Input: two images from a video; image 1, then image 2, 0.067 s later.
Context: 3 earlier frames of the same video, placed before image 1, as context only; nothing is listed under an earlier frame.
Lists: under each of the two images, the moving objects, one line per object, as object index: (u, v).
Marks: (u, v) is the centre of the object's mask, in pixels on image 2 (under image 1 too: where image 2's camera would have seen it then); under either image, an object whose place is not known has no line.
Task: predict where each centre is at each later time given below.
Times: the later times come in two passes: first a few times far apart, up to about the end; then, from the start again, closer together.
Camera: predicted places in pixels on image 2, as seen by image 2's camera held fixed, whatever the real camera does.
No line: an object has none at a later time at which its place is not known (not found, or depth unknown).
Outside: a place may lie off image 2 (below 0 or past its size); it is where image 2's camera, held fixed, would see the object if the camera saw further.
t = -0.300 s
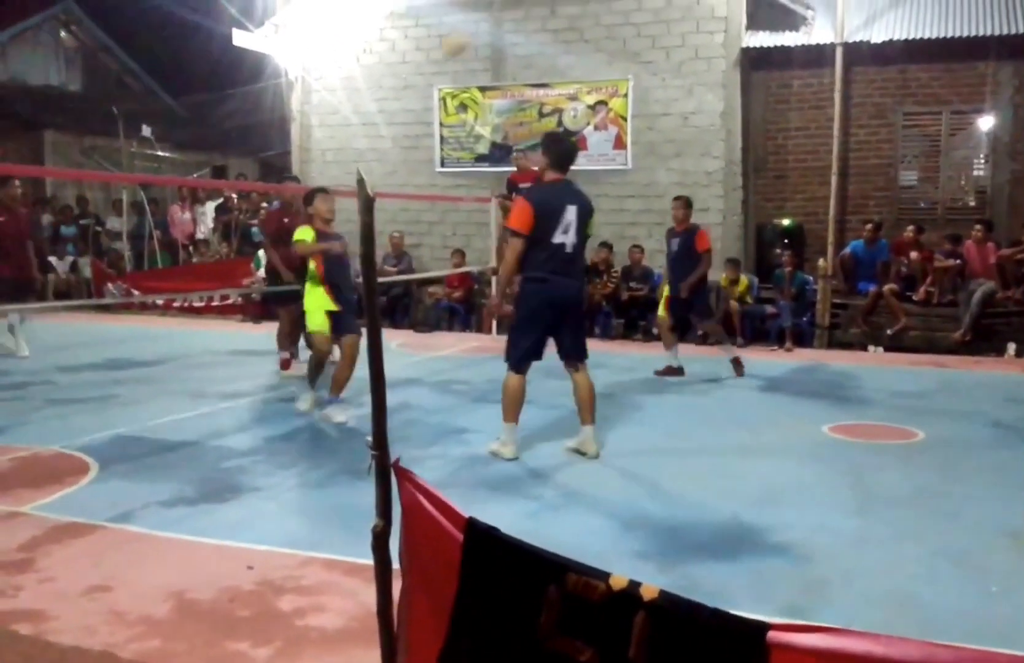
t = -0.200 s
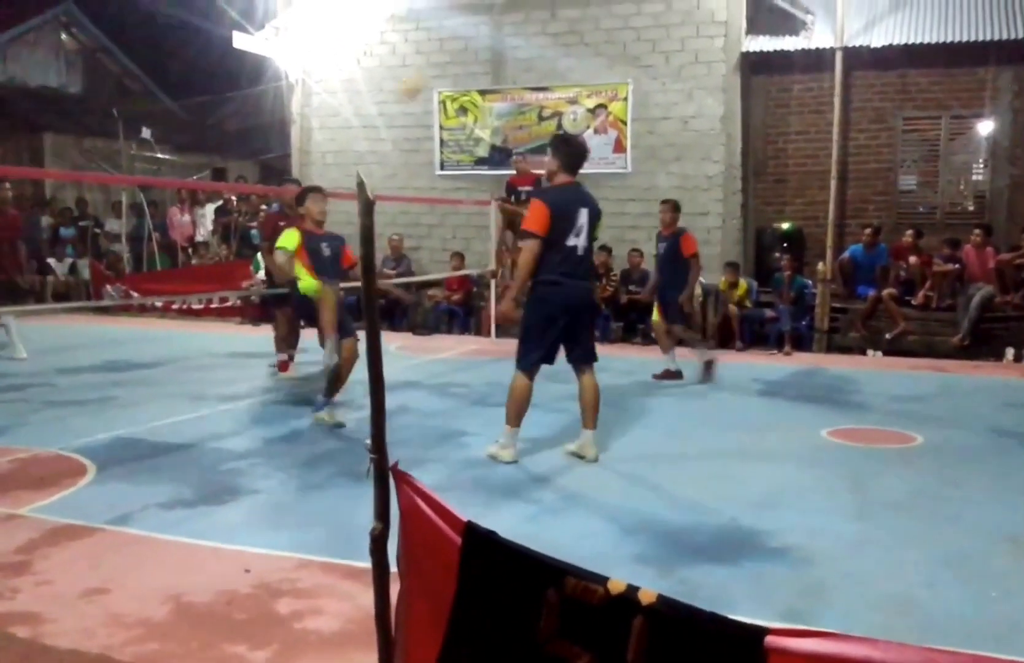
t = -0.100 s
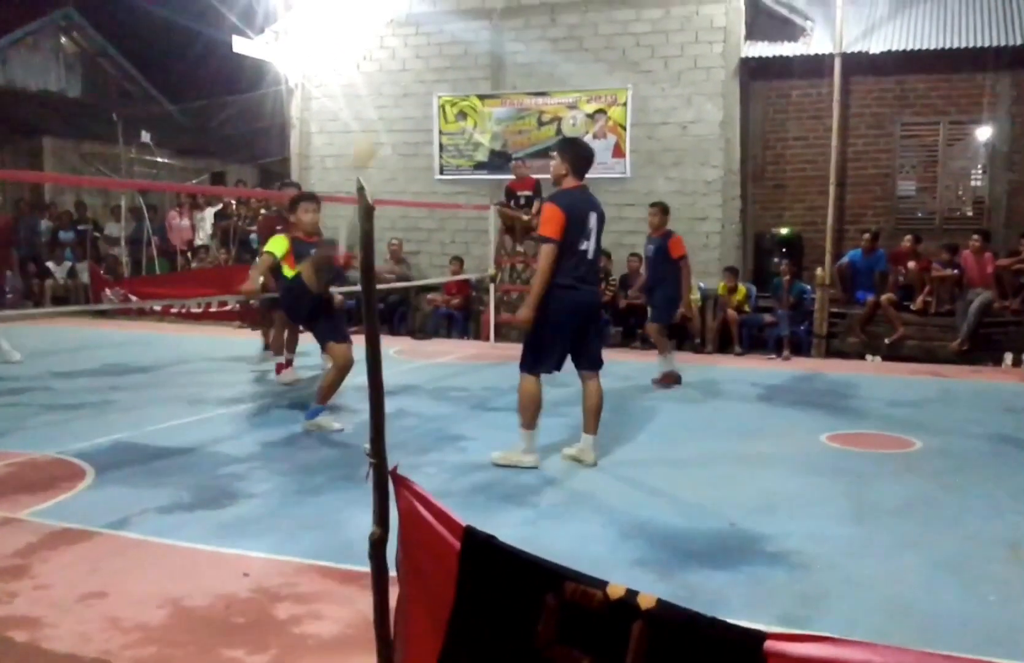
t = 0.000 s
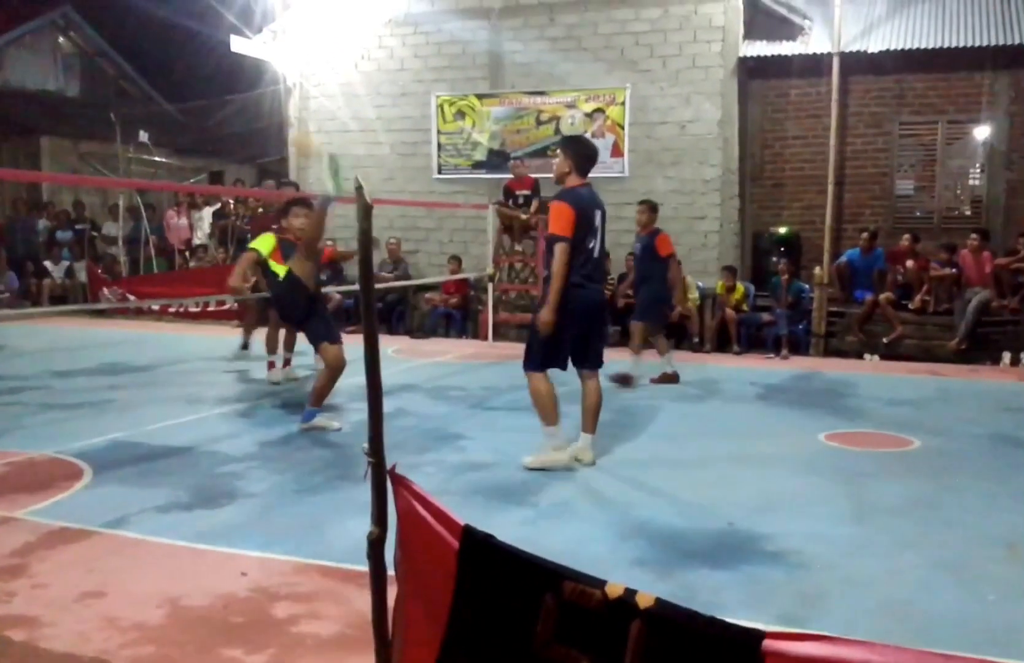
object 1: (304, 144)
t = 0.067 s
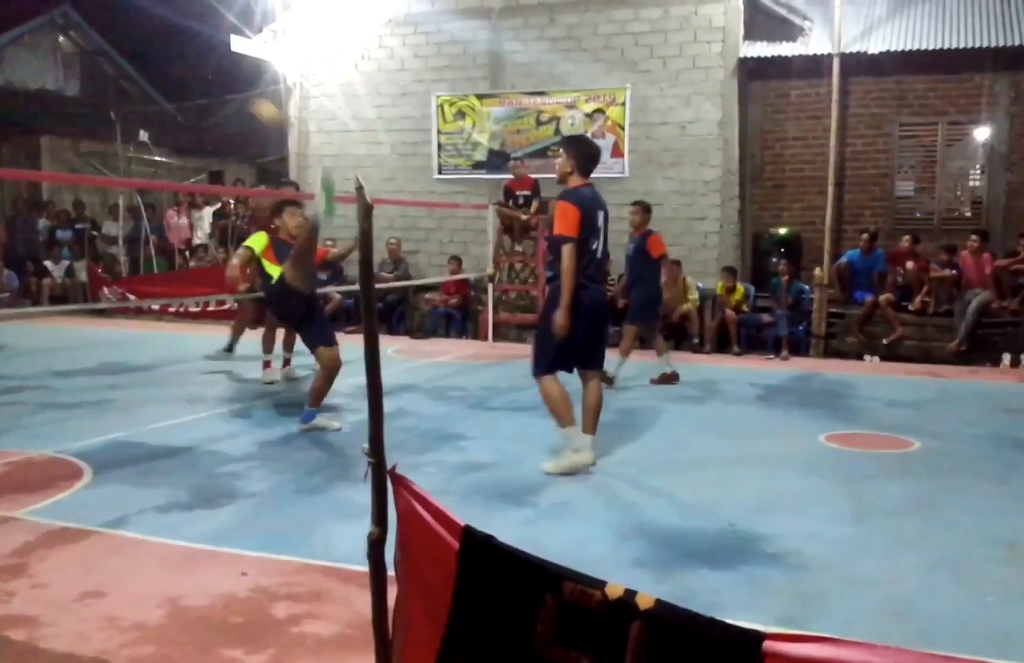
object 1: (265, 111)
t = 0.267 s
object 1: (174, 78)
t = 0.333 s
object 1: (150, 81)
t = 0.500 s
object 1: (107, 104)
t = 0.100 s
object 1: (248, 100)
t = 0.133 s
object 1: (231, 91)
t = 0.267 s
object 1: (174, 78)
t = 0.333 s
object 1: (150, 81)
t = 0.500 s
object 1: (107, 104)
